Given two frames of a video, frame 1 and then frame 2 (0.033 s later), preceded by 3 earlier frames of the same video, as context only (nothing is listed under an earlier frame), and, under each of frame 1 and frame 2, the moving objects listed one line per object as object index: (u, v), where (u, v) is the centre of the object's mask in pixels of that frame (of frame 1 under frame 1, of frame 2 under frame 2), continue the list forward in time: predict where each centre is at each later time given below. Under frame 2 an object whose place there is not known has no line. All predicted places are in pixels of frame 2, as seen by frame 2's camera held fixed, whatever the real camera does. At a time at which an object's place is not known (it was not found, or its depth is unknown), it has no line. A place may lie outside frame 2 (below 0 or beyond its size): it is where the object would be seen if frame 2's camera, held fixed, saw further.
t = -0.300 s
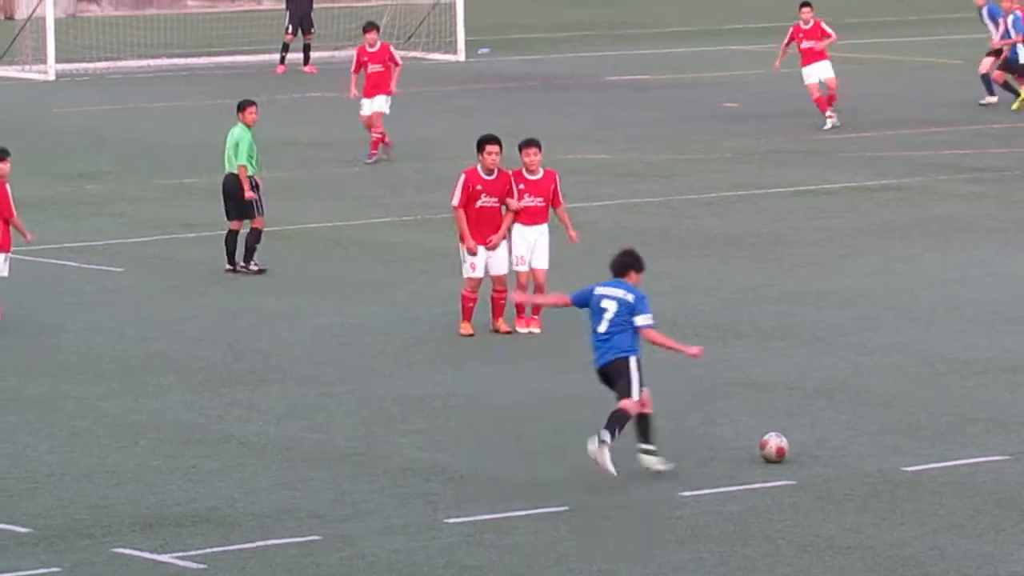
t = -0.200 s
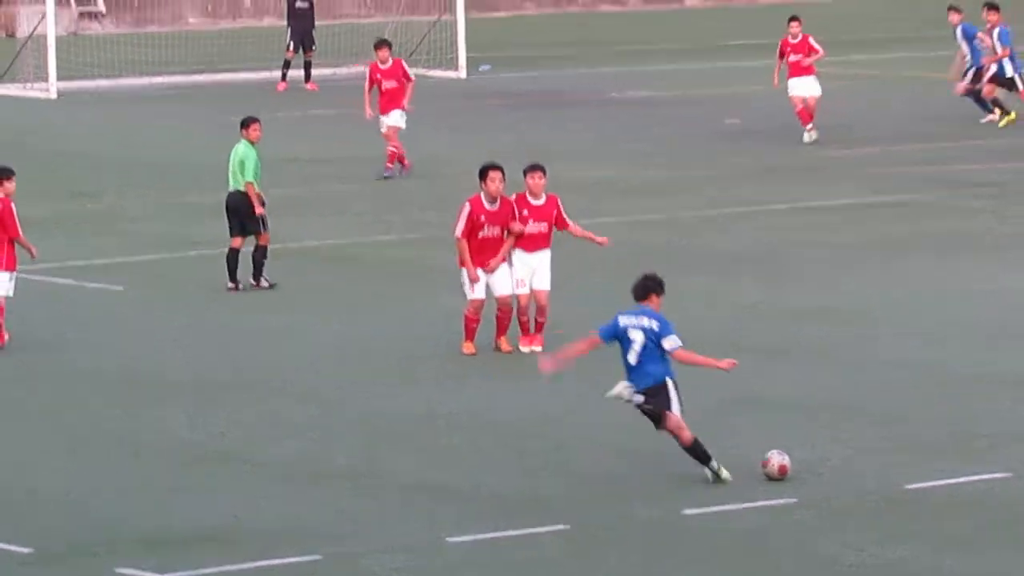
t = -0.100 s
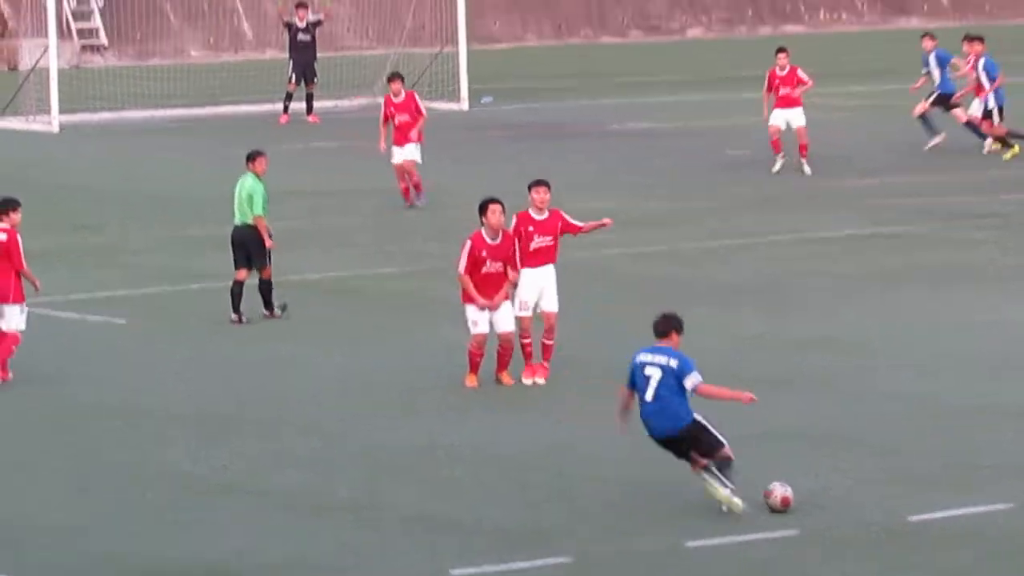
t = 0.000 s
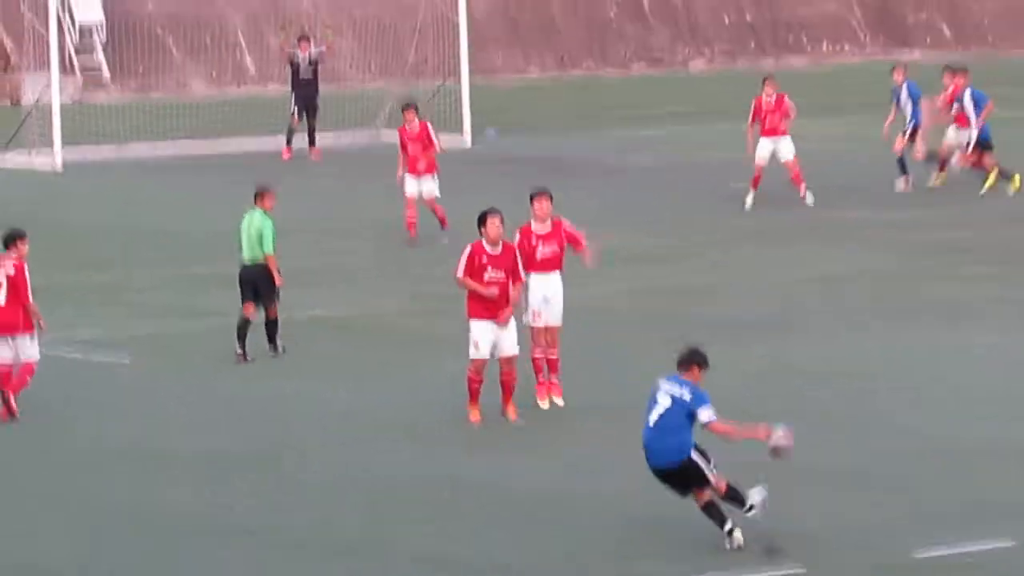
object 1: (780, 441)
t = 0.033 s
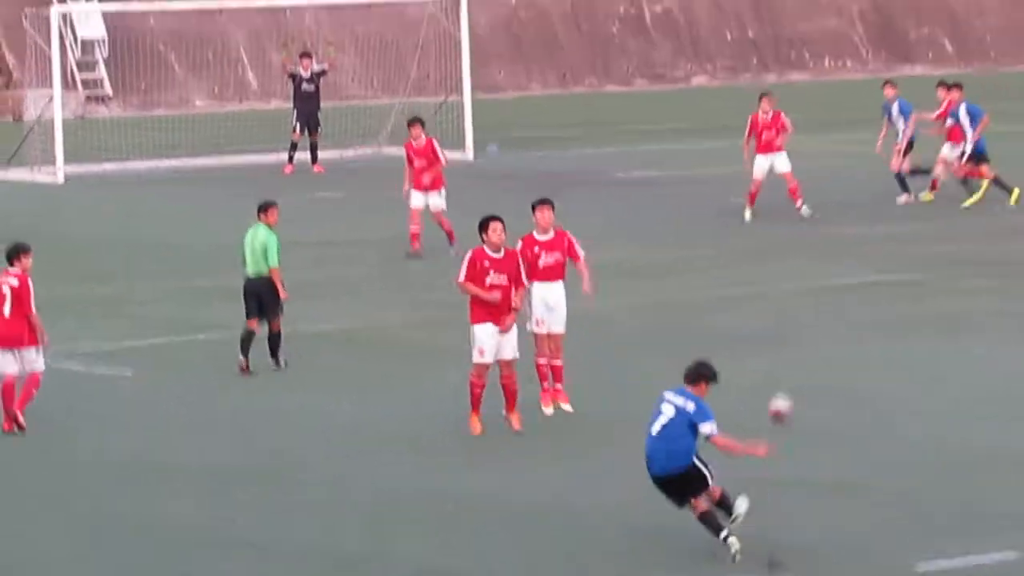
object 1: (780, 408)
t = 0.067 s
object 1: (776, 365)
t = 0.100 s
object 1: (771, 327)
